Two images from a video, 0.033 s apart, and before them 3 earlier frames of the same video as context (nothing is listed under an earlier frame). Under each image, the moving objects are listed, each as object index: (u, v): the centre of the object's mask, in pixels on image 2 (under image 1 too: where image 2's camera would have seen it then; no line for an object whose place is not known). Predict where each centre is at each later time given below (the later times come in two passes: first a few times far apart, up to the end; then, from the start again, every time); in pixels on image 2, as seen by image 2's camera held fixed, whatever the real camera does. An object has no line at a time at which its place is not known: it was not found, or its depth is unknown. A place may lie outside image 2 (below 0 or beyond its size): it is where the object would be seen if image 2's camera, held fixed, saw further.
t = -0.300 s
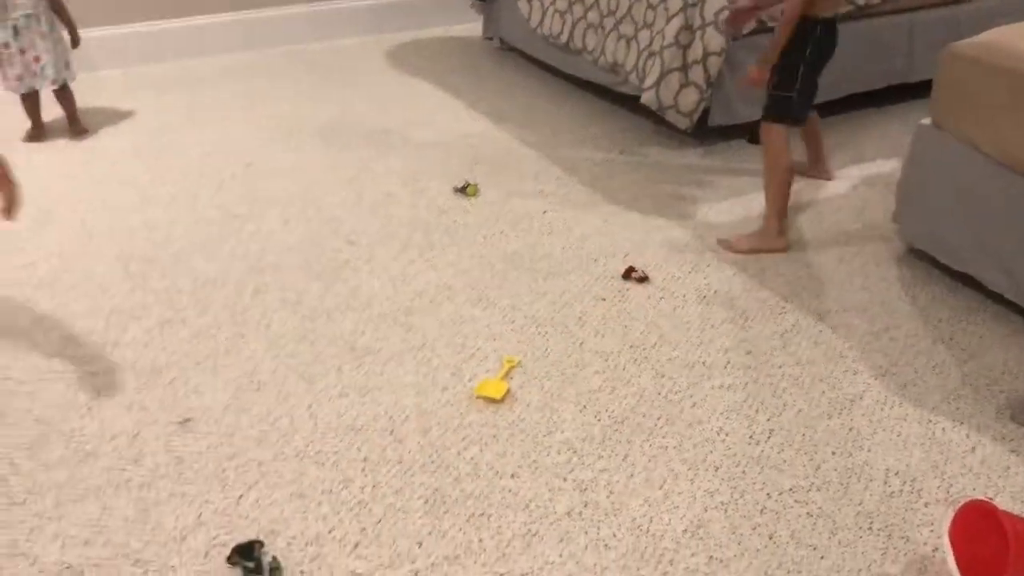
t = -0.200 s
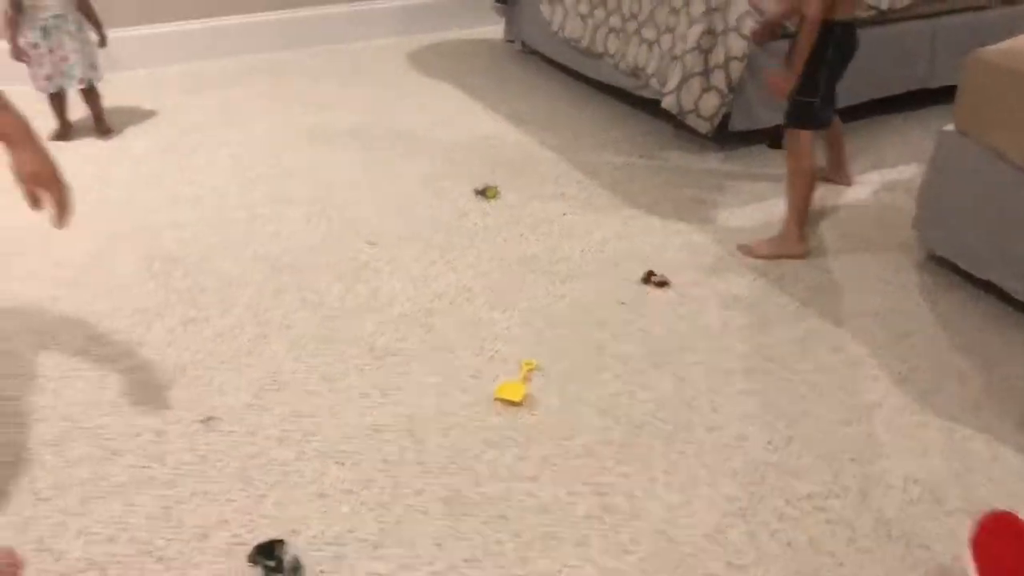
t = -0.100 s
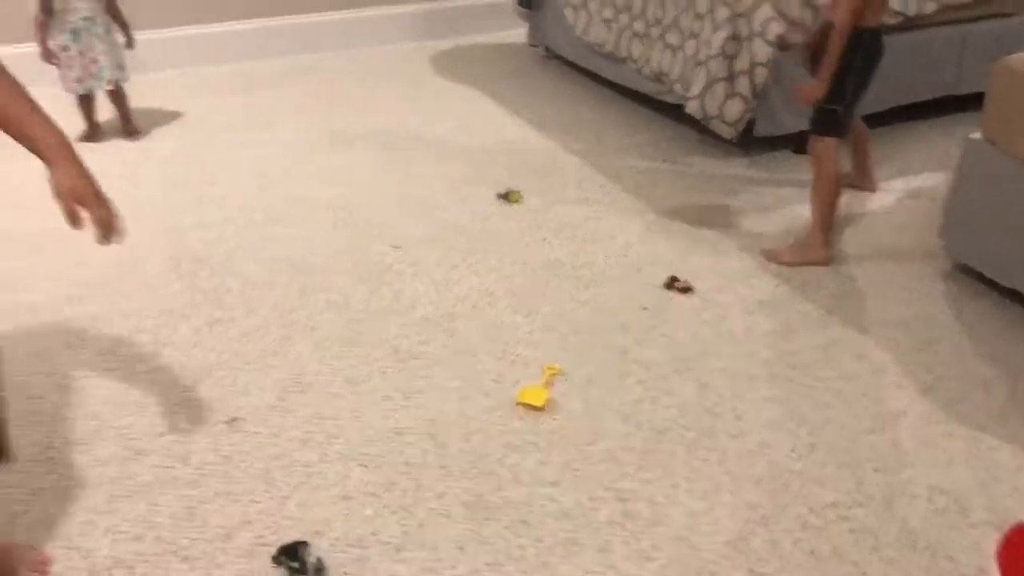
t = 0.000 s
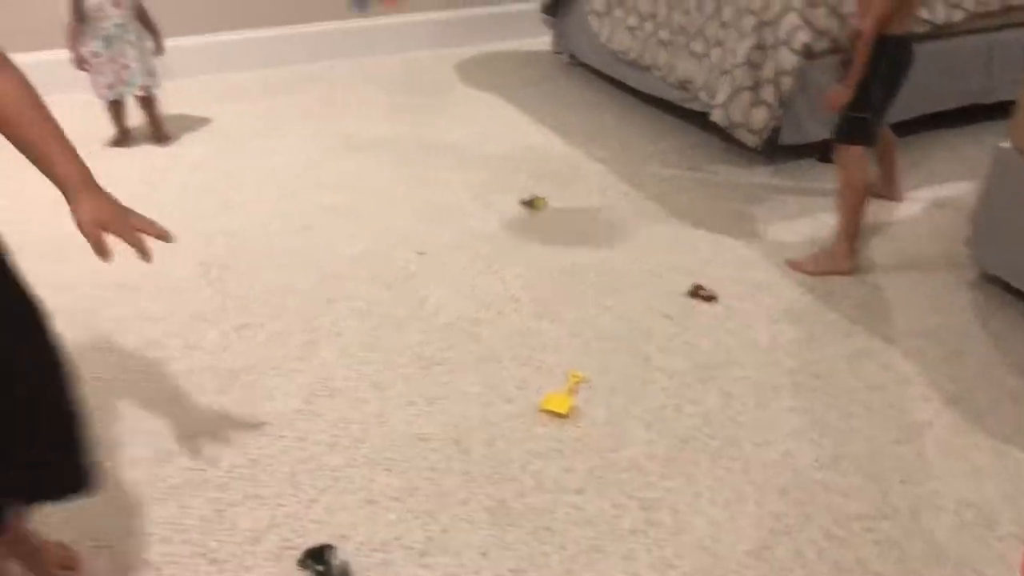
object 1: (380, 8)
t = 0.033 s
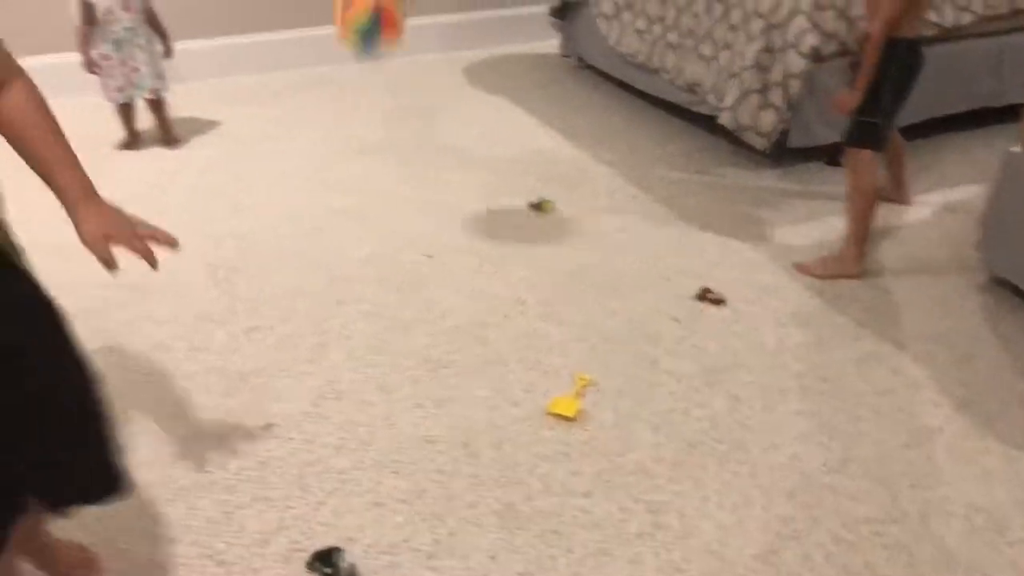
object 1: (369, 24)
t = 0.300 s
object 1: (276, 76)
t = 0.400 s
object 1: (228, 13)
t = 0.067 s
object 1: (361, 55)
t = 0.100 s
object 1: (353, 104)
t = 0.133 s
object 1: (346, 147)
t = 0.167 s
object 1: (337, 188)
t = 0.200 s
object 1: (321, 155)
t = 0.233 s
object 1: (305, 127)
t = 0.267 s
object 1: (291, 102)
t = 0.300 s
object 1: (276, 76)
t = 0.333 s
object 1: (259, 50)
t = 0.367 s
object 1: (243, 30)
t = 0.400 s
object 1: (228, 13)
